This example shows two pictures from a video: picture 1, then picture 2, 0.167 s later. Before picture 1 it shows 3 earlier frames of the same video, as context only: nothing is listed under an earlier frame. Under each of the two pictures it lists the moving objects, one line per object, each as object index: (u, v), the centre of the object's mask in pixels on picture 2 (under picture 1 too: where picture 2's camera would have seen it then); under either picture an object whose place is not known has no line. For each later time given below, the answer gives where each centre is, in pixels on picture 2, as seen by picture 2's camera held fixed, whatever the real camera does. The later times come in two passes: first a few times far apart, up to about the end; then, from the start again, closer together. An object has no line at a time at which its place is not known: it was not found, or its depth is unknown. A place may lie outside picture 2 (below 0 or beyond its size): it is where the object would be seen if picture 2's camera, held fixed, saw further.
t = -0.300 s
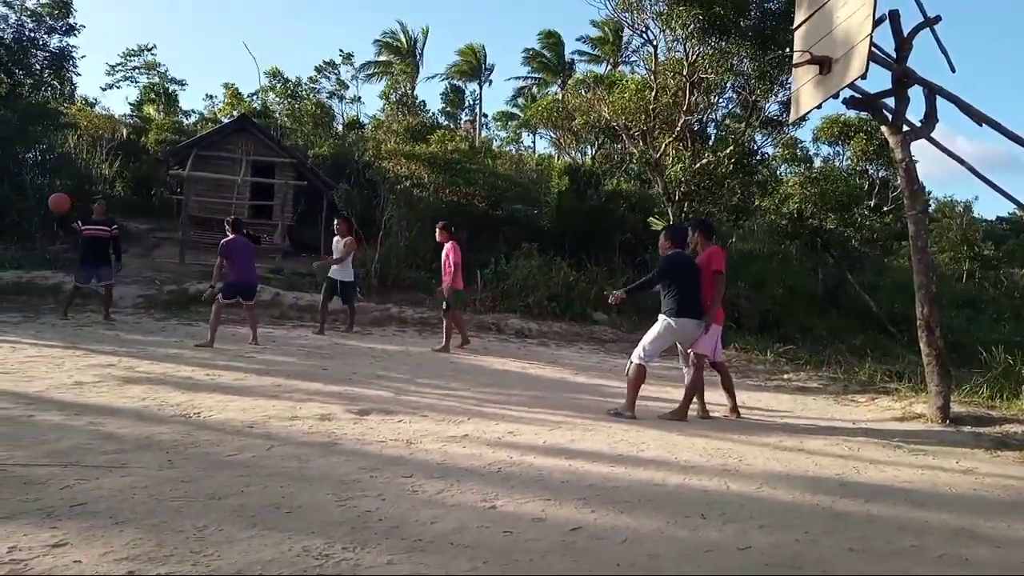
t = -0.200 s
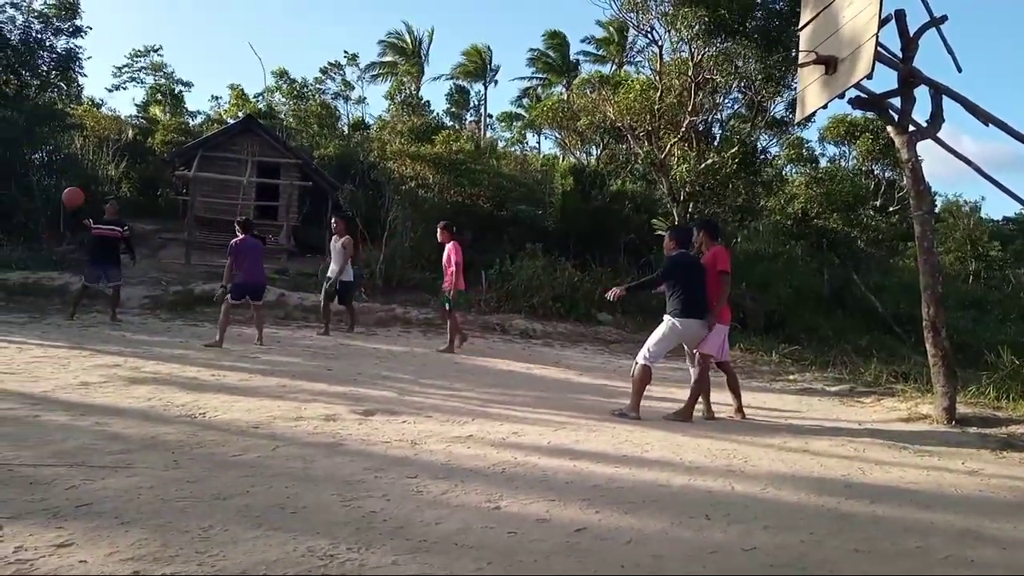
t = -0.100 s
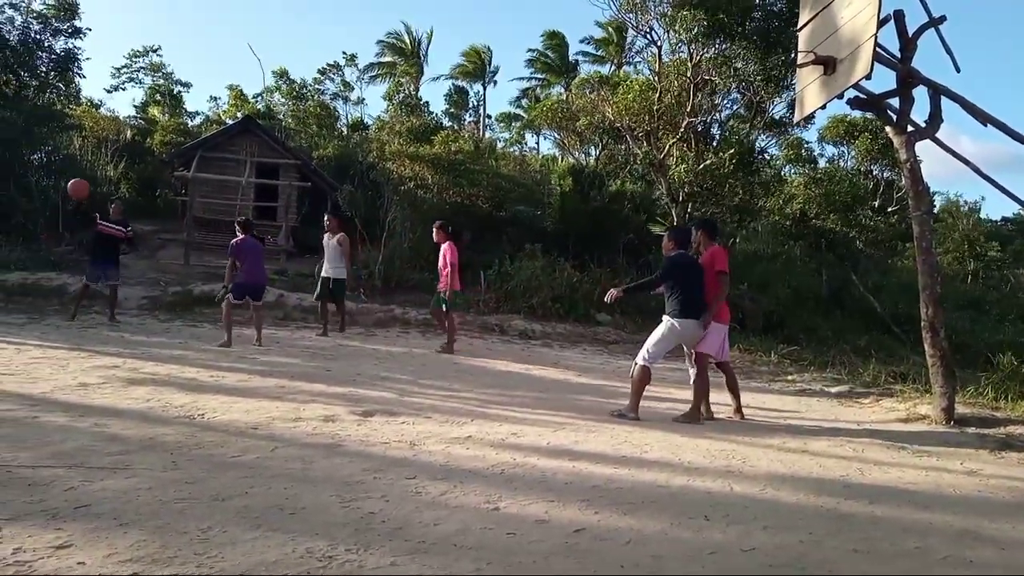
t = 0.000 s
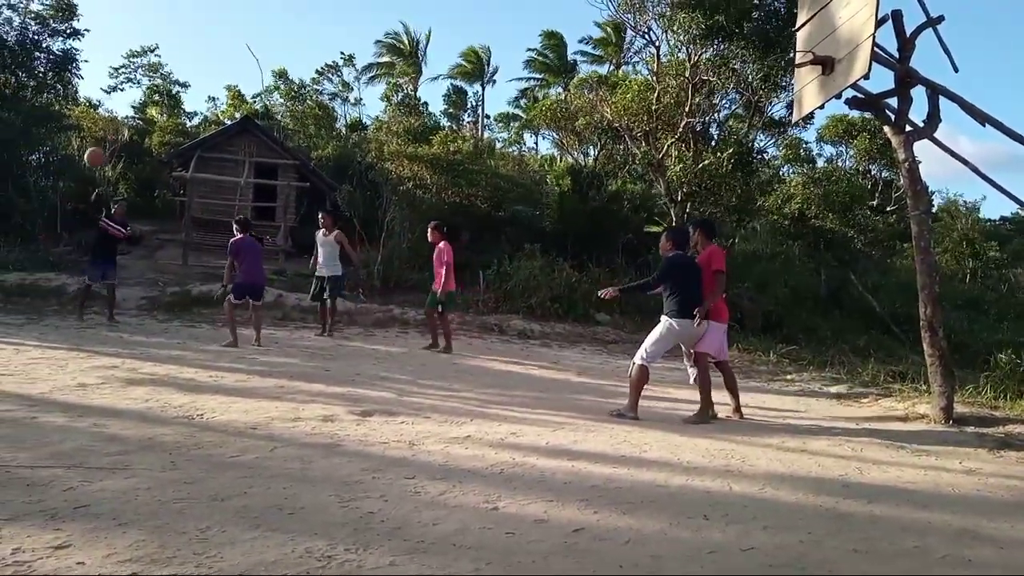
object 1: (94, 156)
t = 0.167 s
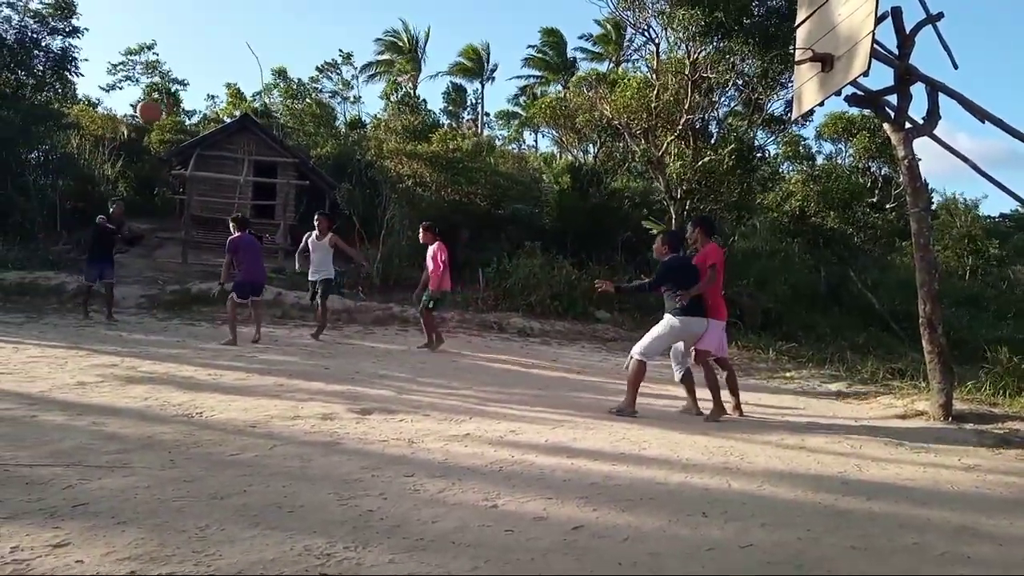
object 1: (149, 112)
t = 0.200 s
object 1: (161, 104)
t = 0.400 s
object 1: (239, 79)
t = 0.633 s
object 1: (357, 97)
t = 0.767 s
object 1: (443, 143)
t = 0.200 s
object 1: (161, 104)
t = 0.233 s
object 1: (173, 100)
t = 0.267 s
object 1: (185, 92)
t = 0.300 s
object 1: (198, 88)
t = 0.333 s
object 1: (212, 84)
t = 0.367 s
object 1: (225, 81)
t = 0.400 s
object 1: (239, 79)
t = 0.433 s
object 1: (254, 78)
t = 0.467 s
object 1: (270, 77)
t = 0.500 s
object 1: (286, 79)
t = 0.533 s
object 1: (303, 82)
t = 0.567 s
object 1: (319, 85)
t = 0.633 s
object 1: (357, 97)
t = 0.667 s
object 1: (377, 106)
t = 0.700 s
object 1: (399, 116)
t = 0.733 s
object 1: (420, 128)
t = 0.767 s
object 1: (443, 143)
